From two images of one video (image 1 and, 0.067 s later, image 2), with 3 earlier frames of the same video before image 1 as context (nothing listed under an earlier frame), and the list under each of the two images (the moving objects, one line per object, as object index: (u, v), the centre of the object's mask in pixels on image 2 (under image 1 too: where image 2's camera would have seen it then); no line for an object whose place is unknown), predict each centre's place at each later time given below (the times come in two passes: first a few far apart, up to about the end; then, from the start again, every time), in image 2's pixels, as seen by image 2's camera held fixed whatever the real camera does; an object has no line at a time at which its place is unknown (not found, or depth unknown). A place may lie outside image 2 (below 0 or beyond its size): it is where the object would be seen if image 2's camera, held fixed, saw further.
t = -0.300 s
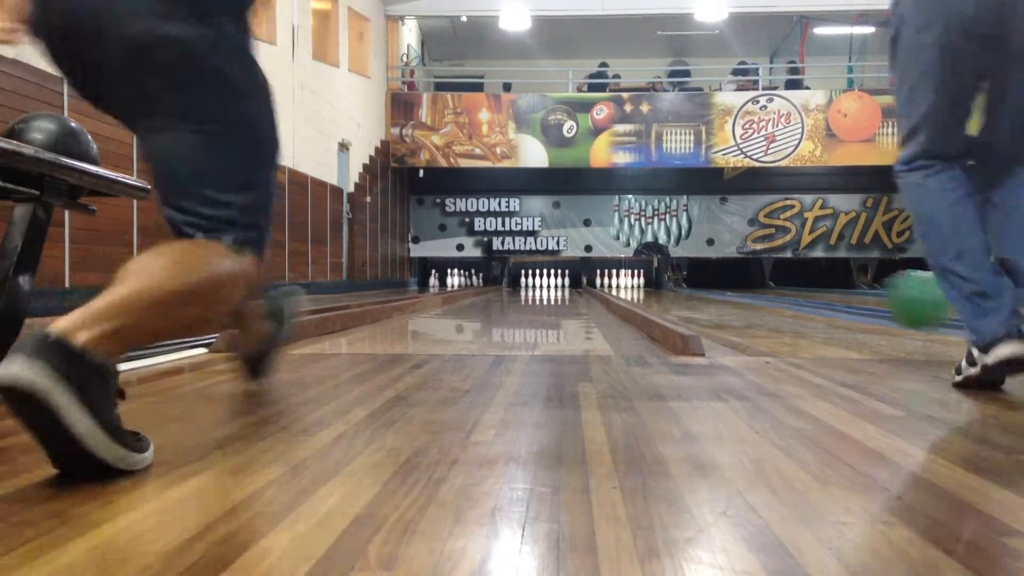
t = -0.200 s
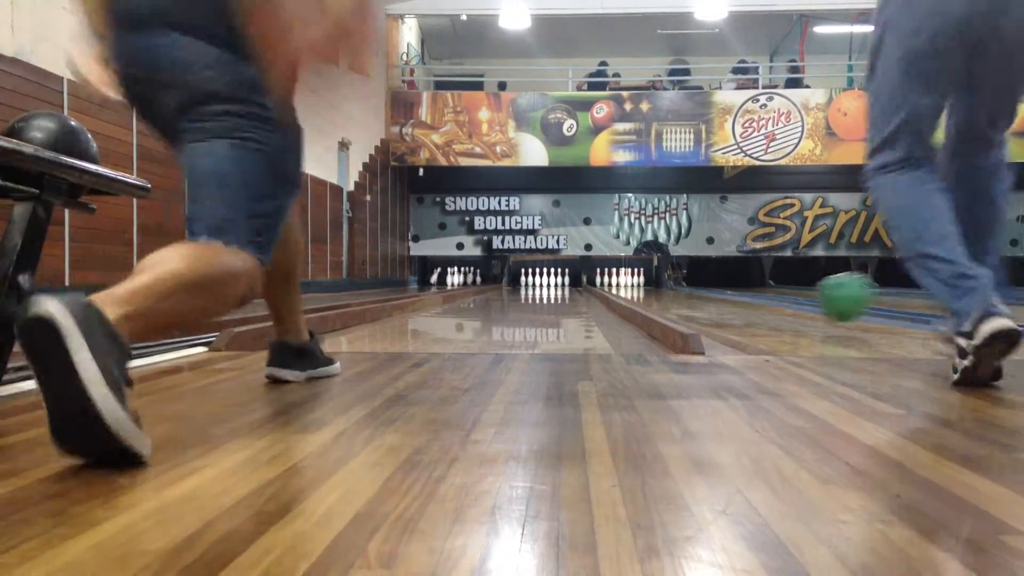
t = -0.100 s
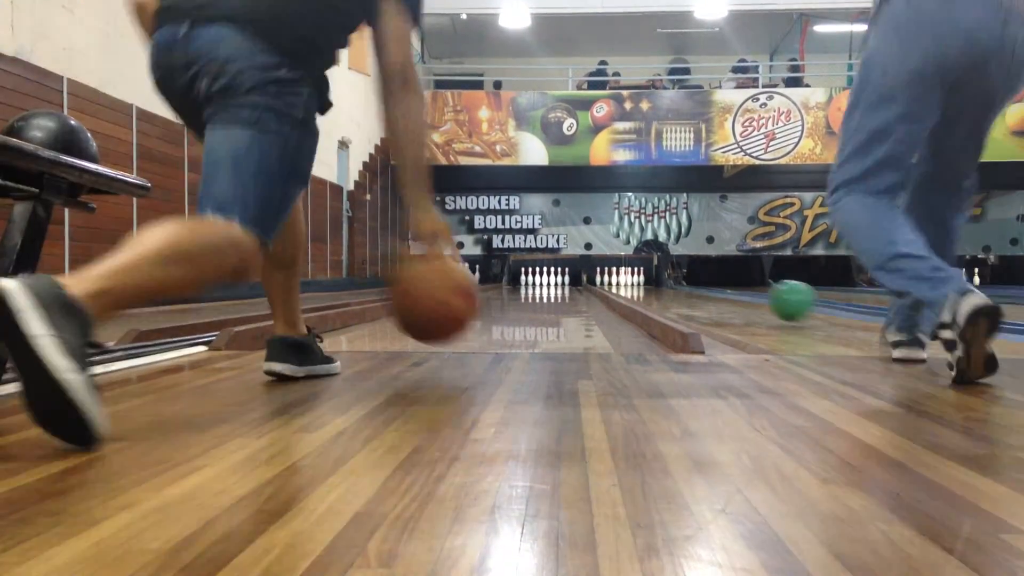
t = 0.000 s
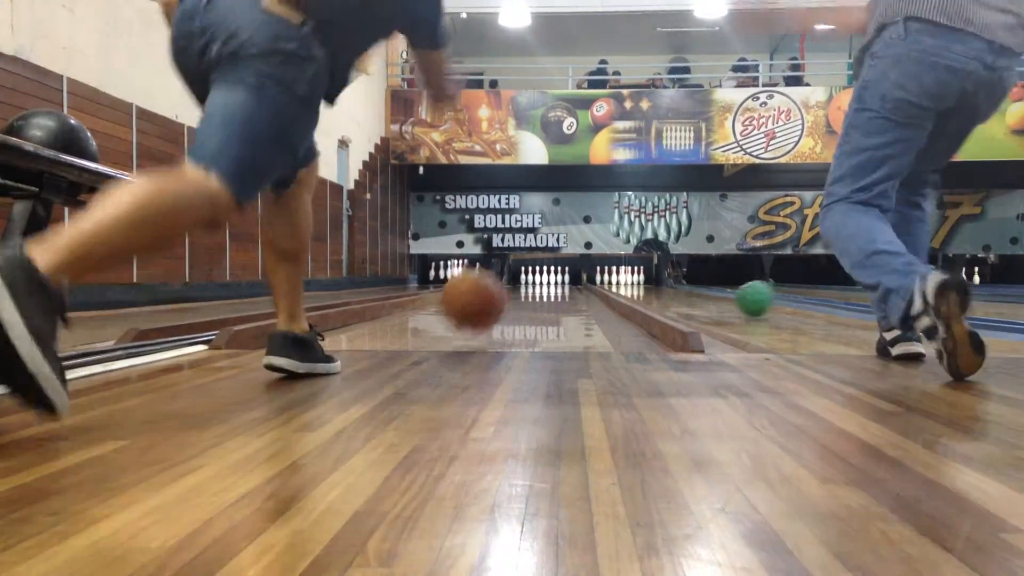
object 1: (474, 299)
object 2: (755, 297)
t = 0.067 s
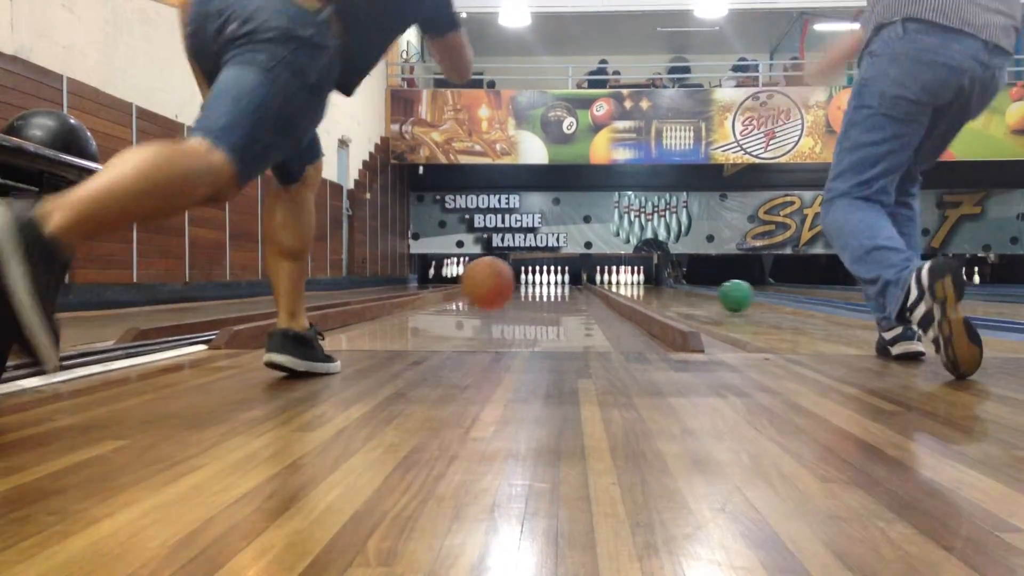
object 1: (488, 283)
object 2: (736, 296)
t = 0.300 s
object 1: (516, 295)
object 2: (688, 290)
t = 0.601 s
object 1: (531, 288)
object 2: (653, 286)
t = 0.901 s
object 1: (538, 284)
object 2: (629, 283)
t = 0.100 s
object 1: (493, 280)
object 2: (728, 296)
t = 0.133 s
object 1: (498, 279)
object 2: (719, 295)
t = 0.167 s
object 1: (503, 280)
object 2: (712, 294)
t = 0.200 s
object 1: (507, 284)
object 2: (706, 293)
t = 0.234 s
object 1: (511, 289)
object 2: (699, 292)
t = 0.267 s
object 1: (514, 295)
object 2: (694, 291)
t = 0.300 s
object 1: (516, 295)
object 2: (688, 290)
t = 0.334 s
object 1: (518, 295)
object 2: (683, 290)
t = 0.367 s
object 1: (521, 294)
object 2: (678, 289)
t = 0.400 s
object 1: (522, 293)
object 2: (674, 288)
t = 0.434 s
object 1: (524, 292)
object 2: (669, 288)
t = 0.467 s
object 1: (525, 291)
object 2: (666, 287)
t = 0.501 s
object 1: (527, 291)
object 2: (662, 287)
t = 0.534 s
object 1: (528, 290)
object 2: (658, 287)
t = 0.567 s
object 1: (529, 289)
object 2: (655, 287)
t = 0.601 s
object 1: (531, 288)
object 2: (653, 286)
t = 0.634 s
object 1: (531, 288)
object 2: (649, 286)
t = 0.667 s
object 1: (532, 287)
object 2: (647, 285)
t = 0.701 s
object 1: (534, 287)
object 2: (644, 285)
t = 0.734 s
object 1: (534, 287)
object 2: (641, 285)
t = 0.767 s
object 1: (535, 286)
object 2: (638, 284)
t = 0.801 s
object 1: (536, 286)
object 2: (635, 284)
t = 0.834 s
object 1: (537, 285)
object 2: (634, 284)
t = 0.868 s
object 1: (537, 285)
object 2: (632, 284)
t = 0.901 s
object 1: (538, 284)
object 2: (629, 283)
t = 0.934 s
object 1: (538, 284)
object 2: (627, 283)
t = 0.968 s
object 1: (539, 284)
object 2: (625, 283)
